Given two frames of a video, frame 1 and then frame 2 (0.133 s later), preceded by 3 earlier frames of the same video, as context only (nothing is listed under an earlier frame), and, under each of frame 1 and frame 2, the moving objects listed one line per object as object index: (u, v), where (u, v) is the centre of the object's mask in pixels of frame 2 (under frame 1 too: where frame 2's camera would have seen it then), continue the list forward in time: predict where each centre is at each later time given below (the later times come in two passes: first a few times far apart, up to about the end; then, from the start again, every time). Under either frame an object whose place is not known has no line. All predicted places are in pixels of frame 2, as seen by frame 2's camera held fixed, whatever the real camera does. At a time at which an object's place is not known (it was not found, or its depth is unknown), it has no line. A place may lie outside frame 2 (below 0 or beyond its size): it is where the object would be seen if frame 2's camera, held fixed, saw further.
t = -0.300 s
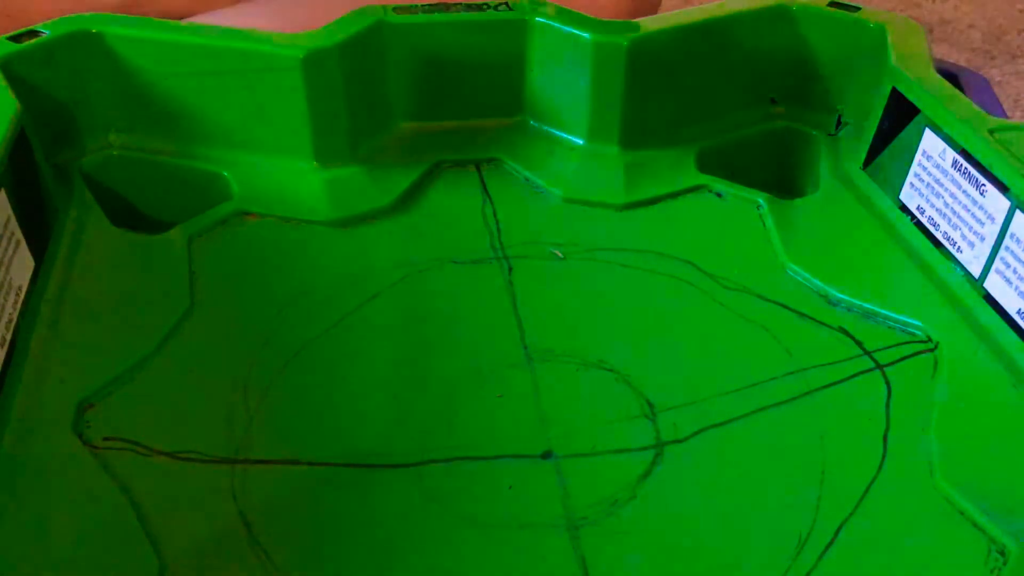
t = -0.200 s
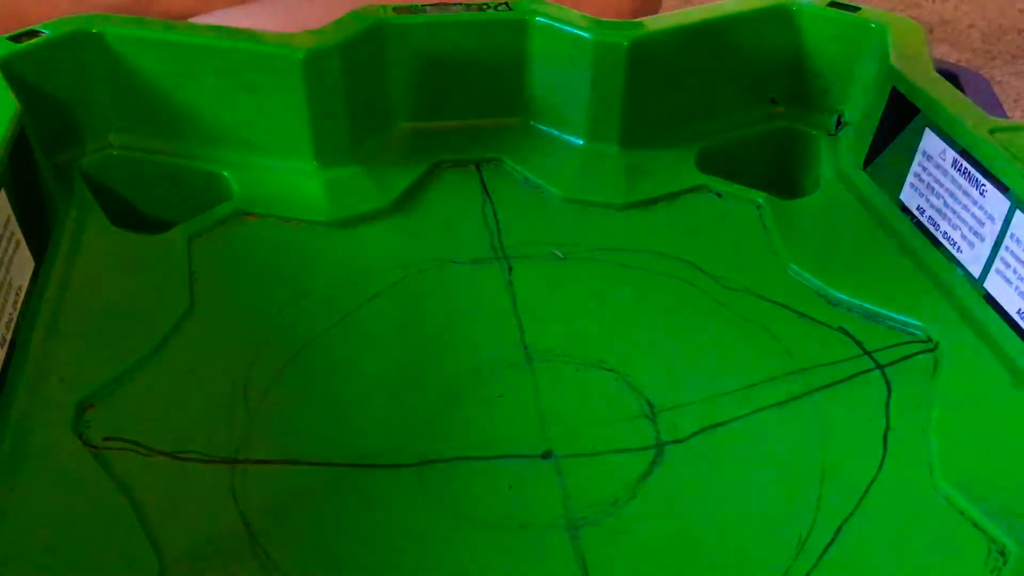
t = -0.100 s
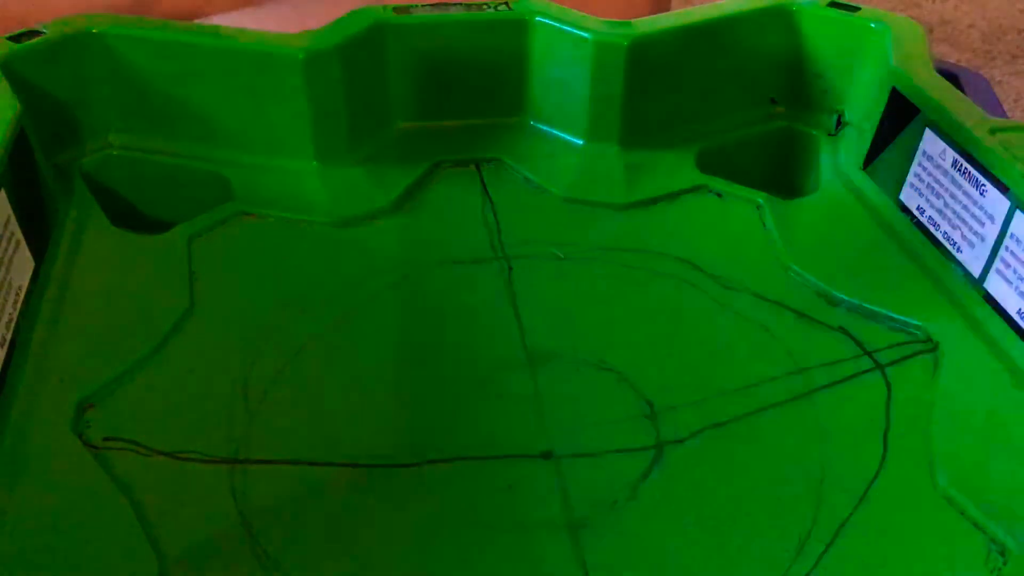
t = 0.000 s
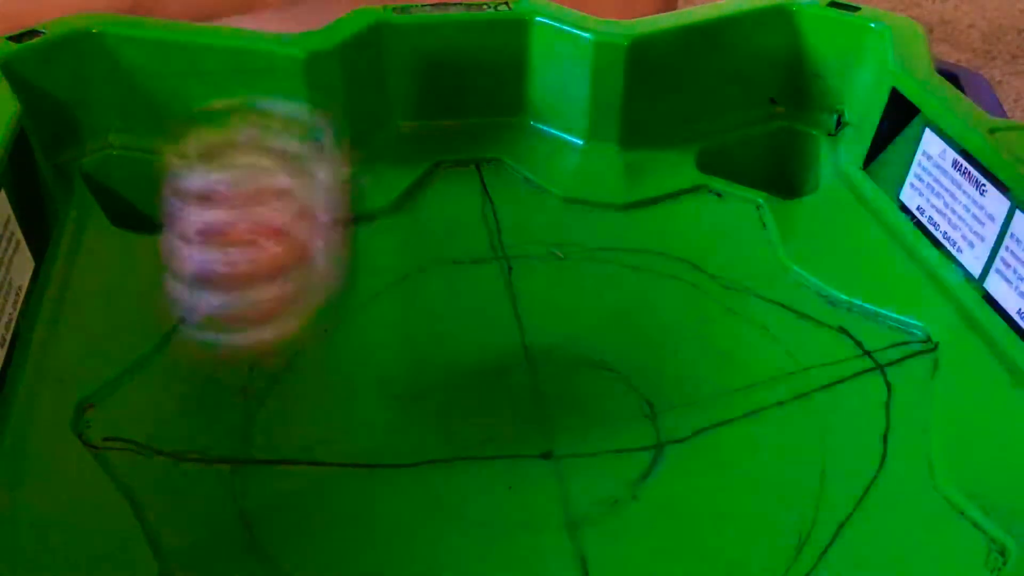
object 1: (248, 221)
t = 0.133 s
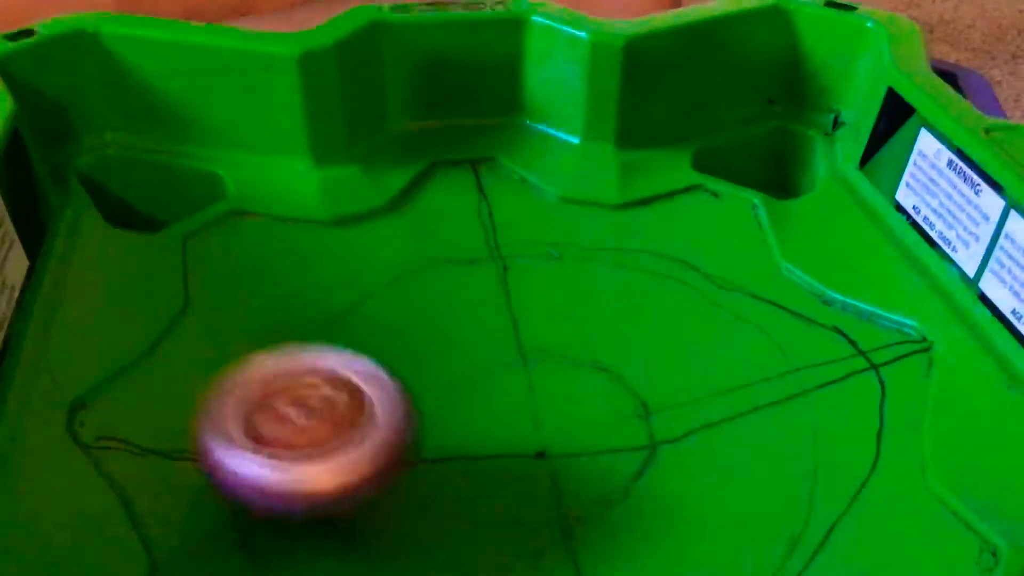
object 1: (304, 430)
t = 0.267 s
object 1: (467, 502)
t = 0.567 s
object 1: (711, 398)
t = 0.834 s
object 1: (581, 323)
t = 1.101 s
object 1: (481, 348)
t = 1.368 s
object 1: (479, 377)
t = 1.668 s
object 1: (496, 382)
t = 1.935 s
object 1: (513, 373)
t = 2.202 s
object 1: (520, 356)
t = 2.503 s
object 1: (525, 347)
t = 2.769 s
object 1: (529, 345)
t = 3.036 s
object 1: (535, 350)
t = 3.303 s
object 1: (548, 360)
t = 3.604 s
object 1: (550, 360)
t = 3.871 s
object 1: (546, 364)
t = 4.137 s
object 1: (540, 371)
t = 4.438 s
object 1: (525, 381)
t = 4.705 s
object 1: (515, 386)
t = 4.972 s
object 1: (514, 386)
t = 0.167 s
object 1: (333, 453)
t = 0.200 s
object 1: (372, 476)
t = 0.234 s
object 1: (417, 493)
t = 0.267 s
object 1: (467, 502)
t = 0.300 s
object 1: (517, 505)
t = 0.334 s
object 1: (568, 505)
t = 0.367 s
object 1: (611, 501)
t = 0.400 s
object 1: (648, 492)
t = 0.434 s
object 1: (679, 475)
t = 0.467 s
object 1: (699, 457)
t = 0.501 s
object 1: (710, 437)
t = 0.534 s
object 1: (714, 417)
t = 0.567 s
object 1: (711, 398)
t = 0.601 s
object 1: (703, 380)
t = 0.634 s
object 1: (690, 366)
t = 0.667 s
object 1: (675, 355)
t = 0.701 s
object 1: (658, 345)
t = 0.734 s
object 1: (640, 337)
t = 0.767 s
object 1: (621, 331)
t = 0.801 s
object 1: (600, 326)
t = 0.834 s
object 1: (581, 323)
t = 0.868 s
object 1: (561, 322)
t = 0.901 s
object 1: (544, 324)
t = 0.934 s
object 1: (527, 326)
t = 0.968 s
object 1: (514, 329)
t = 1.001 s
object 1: (503, 334)
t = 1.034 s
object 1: (493, 339)
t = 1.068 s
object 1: (487, 343)
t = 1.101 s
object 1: (481, 348)
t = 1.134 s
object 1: (478, 353)
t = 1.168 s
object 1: (475, 357)
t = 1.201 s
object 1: (474, 362)
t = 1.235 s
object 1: (473, 365)
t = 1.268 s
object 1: (474, 369)
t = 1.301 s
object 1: (476, 372)
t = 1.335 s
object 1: (477, 375)
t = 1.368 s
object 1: (479, 377)
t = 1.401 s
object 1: (480, 379)
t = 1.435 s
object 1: (482, 381)
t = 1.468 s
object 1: (483, 382)
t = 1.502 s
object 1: (485, 383)
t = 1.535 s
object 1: (487, 384)
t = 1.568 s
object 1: (489, 384)
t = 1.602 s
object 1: (491, 384)
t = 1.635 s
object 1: (494, 383)
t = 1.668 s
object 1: (496, 382)
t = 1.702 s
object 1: (499, 382)
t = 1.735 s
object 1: (501, 381)
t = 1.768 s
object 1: (504, 380)
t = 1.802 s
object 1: (506, 379)
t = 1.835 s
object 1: (508, 378)
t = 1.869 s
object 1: (510, 377)
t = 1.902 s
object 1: (512, 375)
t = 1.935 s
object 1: (513, 373)
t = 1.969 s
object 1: (515, 371)
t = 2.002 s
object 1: (516, 369)
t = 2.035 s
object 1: (517, 367)
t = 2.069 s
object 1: (518, 364)
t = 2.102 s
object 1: (518, 362)
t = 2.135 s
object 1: (519, 360)
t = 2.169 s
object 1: (519, 358)
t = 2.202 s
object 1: (520, 356)
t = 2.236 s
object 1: (520, 355)
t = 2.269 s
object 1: (521, 354)
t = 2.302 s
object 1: (521, 352)
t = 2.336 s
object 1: (522, 351)
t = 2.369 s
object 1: (522, 350)
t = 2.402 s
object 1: (523, 349)
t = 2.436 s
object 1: (523, 348)
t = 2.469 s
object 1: (524, 348)
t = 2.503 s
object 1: (525, 347)
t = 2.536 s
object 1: (526, 347)
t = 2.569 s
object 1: (526, 346)
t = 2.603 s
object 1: (526, 346)
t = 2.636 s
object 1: (527, 346)
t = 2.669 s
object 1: (527, 346)
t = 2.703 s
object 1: (528, 345)
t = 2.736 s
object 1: (529, 345)
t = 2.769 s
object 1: (529, 345)
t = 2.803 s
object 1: (530, 347)
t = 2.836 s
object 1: (531, 347)
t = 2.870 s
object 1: (531, 347)
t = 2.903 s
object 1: (532, 347)
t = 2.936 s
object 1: (533, 348)
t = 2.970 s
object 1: (534, 348)
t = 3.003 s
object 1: (535, 349)
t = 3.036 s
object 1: (535, 350)
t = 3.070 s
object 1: (536, 351)
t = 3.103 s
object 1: (538, 353)
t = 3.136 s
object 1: (540, 354)
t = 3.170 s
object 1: (540, 354)
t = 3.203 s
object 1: (542, 356)
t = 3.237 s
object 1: (543, 357)
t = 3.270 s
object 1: (545, 357)
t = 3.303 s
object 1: (548, 360)
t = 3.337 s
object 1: (550, 362)
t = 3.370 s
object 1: (551, 361)
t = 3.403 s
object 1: (551, 361)
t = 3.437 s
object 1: (552, 360)
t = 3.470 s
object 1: (552, 361)
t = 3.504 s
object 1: (552, 359)
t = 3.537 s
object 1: (551, 359)
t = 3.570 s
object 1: (551, 360)
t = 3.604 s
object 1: (550, 360)
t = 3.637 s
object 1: (549, 361)
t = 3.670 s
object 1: (548, 362)
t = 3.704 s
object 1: (548, 363)
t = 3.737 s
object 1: (548, 364)
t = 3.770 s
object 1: (547, 365)
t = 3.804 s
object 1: (546, 363)
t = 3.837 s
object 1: (546, 364)
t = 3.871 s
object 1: (546, 364)
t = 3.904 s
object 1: (544, 364)
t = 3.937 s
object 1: (543, 364)
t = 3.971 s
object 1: (542, 366)
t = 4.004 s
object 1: (542, 366)
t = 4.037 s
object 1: (542, 367)
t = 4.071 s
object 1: (541, 368)
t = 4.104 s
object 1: (540, 369)
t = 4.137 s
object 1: (540, 371)
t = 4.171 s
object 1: (540, 372)
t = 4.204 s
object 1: (538, 373)
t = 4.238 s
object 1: (537, 375)
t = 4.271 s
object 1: (535, 376)
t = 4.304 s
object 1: (533, 377)
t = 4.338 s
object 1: (531, 378)
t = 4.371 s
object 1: (529, 379)
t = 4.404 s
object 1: (527, 380)
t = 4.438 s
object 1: (525, 381)
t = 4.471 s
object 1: (523, 382)
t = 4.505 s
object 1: (522, 383)
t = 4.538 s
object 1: (521, 383)
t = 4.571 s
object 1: (519, 384)
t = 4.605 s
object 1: (518, 385)
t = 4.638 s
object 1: (517, 385)
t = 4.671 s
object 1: (517, 386)
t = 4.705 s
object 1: (515, 386)
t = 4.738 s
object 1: (515, 386)
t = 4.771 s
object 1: (514, 386)
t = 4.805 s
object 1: (513, 387)
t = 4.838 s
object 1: (513, 386)
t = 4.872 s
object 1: (513, 386)
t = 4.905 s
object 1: (513, 386)
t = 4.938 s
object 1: (513, 386)
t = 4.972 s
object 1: (514, 386)
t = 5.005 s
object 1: (514, 386)
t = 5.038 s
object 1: (514, 385)
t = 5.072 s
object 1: (515, 385)
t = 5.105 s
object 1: (516, 383)
